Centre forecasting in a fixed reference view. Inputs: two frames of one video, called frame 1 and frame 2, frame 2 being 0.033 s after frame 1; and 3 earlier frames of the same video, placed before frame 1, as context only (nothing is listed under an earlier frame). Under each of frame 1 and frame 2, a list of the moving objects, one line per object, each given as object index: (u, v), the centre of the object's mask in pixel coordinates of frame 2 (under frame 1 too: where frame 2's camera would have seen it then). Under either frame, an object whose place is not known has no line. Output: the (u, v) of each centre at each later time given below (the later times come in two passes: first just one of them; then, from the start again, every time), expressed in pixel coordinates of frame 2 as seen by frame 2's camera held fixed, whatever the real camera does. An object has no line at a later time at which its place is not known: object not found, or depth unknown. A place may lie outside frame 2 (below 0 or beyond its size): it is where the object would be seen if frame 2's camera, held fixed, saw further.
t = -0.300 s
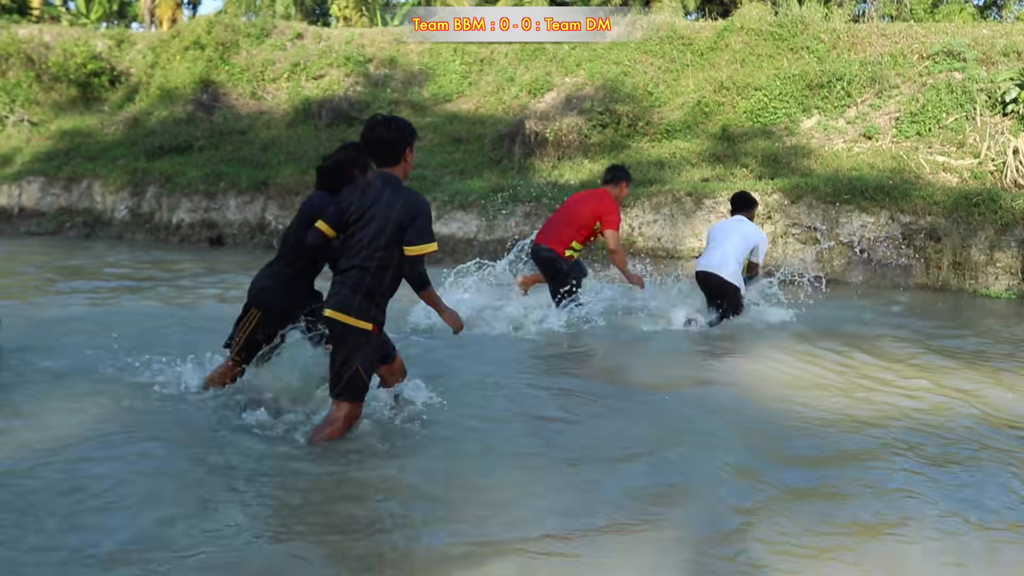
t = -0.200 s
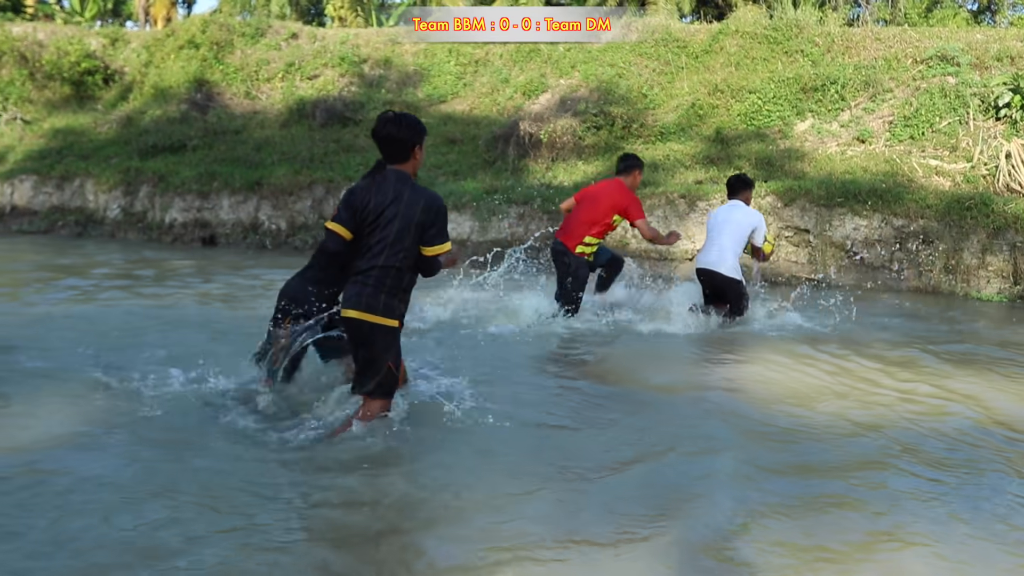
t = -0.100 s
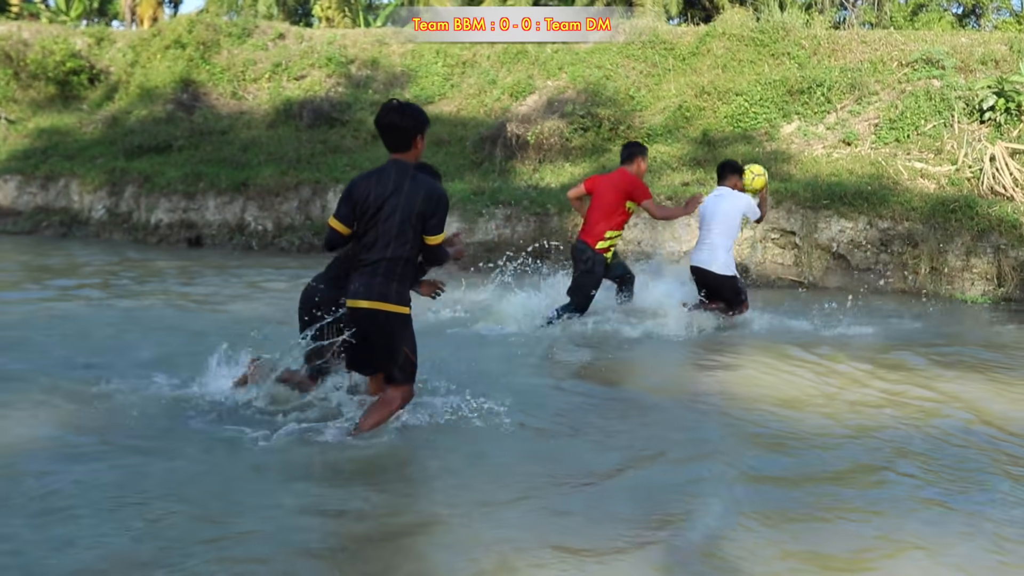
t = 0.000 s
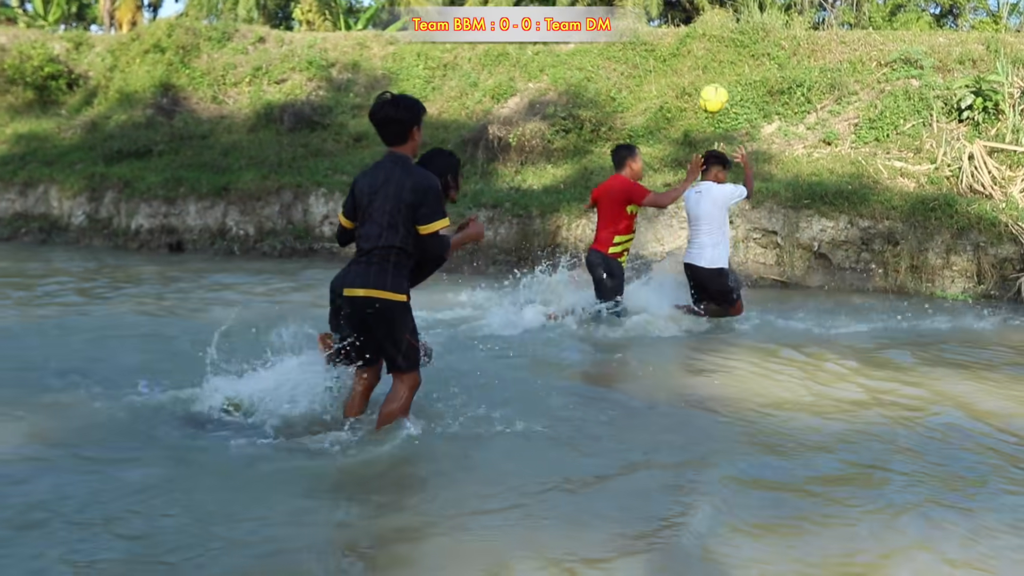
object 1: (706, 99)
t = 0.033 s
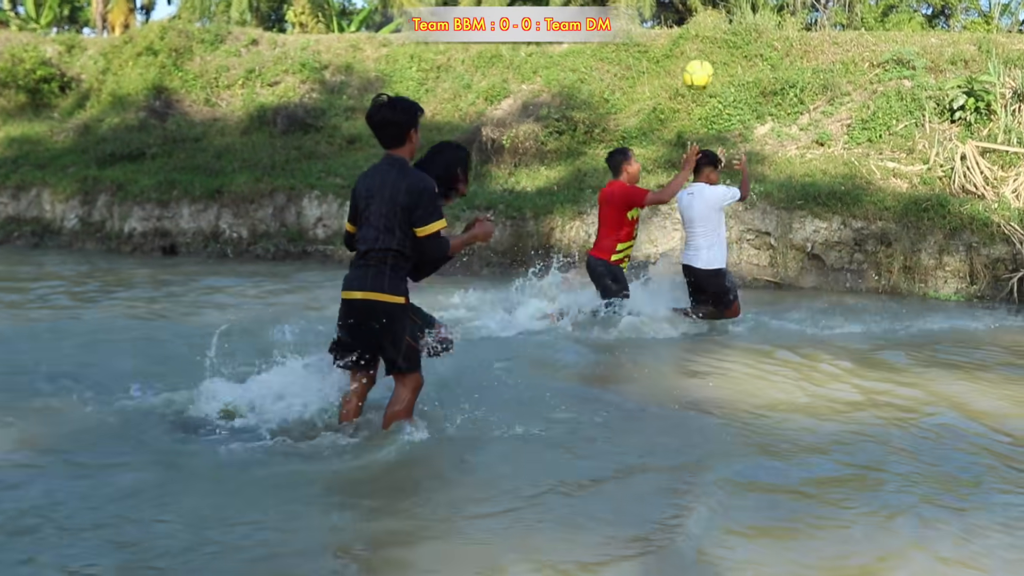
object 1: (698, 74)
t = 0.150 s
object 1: (668, 1)
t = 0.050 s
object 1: (694, 62)
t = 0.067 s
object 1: (690, 50)
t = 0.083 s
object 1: (685, 38)
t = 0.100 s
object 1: (680, 26)
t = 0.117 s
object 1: (676, 14)
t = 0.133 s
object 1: (673, 6)
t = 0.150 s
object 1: (668, 1)
